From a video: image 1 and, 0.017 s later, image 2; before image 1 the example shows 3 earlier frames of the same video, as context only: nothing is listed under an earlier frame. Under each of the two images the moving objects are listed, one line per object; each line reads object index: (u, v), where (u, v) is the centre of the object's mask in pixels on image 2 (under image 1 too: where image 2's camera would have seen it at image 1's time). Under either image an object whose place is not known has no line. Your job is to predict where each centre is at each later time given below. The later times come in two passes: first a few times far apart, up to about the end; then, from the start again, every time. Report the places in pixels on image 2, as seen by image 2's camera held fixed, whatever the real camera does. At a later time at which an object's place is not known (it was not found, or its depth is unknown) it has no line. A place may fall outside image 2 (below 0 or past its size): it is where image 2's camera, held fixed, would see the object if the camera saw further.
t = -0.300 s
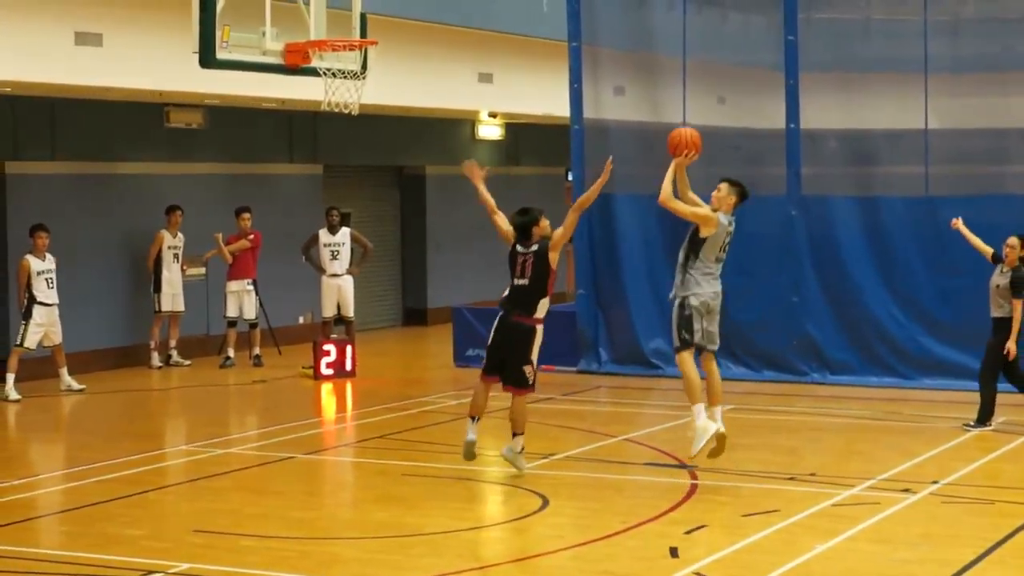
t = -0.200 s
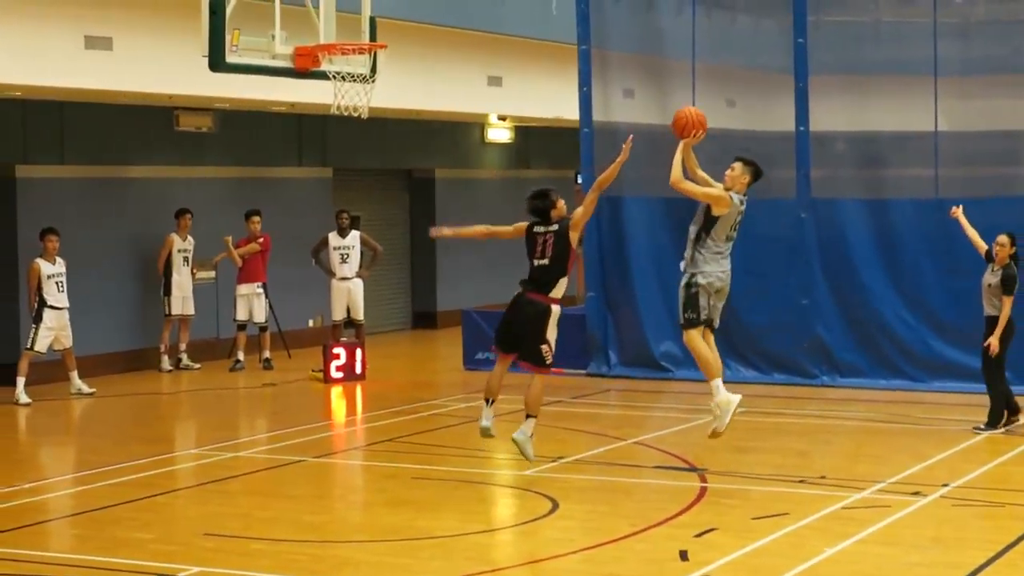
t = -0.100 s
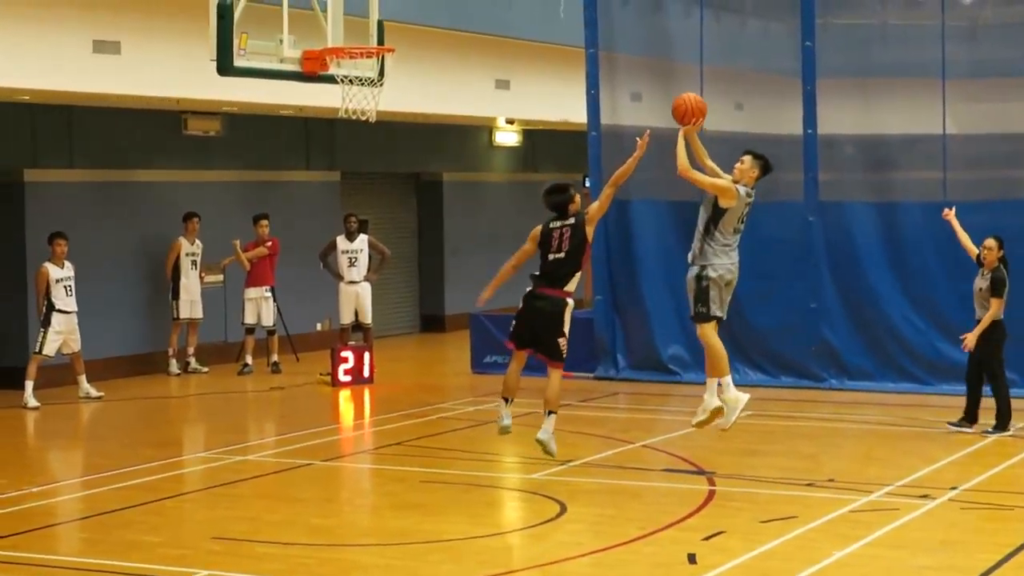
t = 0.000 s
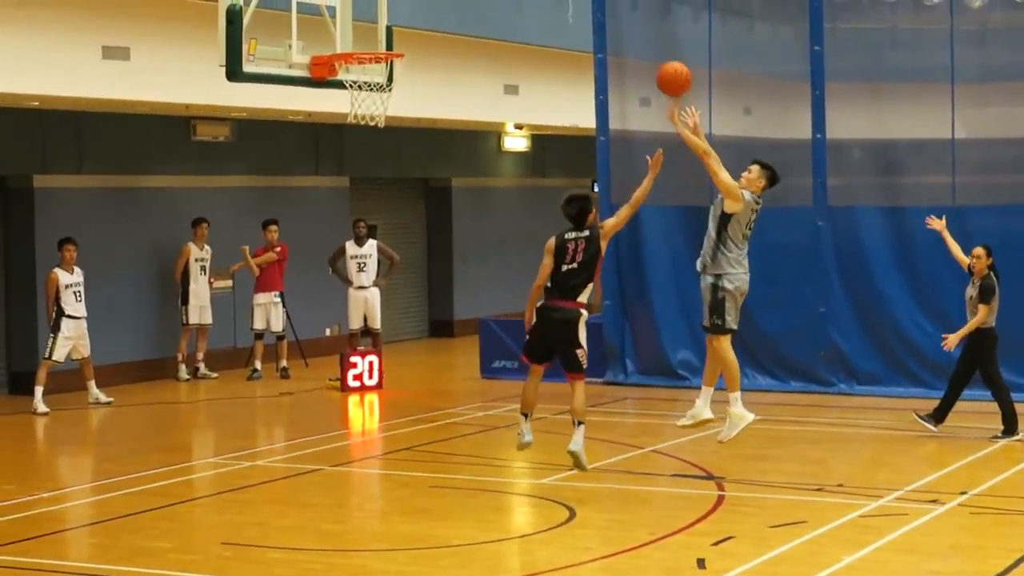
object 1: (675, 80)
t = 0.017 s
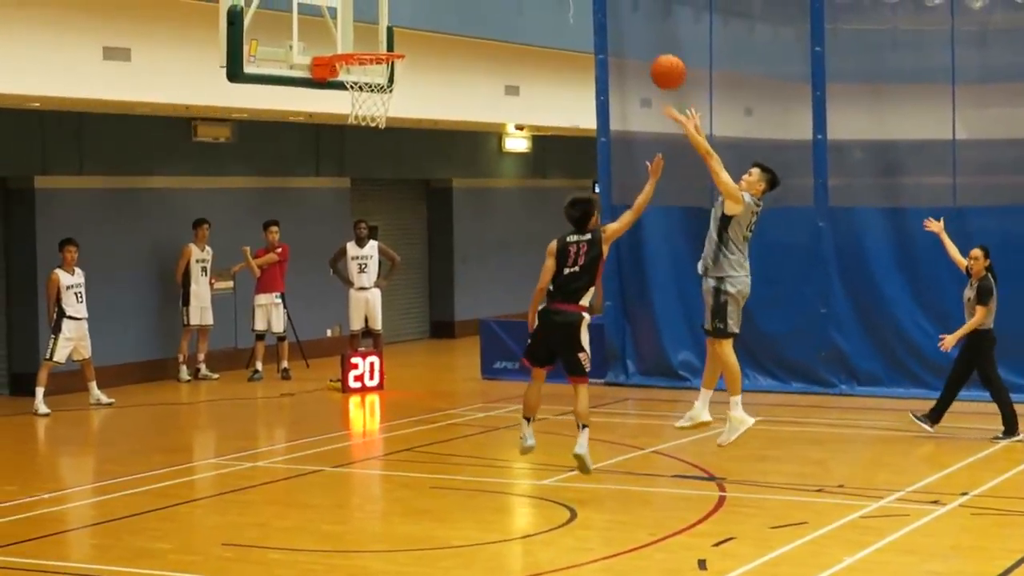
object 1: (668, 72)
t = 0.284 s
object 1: (555, 1)
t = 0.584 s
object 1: (428, 38)
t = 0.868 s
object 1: (529, 81)
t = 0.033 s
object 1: (661, 64)
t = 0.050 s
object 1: (654, 57)
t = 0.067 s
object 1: (647, 51)
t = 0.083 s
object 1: (640, 44)
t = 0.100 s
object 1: (633, 39)
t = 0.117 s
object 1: (626, 33)
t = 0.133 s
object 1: (619, 28)
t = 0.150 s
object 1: (612, 23)
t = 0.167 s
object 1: (605, 19)
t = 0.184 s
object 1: (598, 15)
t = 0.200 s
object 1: (591, 11)
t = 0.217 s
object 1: (584, 8)
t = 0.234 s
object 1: (577, 5)
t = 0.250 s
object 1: (570, 3)
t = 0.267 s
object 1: (563, 2)
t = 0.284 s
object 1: (555, 1)
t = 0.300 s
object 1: (549, -1)
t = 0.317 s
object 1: (541, -1)
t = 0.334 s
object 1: (534, -2)
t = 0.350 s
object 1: (527, -2)
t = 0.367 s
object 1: (520, -2)
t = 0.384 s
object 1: (512, -2)
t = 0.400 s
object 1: (506, -1)
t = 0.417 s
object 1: (499, 0)
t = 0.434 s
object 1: (492, 2)
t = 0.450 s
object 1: (485, 5)
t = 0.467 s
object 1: (478, 7)
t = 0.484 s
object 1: (470, 10)
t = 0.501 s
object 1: (463, 14)
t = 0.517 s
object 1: (456, 18)
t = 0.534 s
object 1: (449, 22)
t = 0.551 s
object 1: (442, 27)
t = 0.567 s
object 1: (435, 32)
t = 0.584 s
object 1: (428, 38)
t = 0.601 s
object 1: (420, 44)
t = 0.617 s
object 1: (419, 48)
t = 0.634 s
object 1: (426, 48)
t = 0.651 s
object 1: (433, 48)
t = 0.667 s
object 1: (440, 48)
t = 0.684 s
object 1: (448, 48)
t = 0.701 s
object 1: (456, 49)
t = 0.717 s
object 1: (463, 51)
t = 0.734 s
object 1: (470, 52)
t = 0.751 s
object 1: (478, 55)
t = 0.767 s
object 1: (485, 57)
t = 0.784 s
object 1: (493, 60)
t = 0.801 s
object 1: (500, 63)
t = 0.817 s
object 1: (507, 67)
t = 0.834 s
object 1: (515, 71)
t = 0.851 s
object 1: (522, 76)
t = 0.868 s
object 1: (529, 81)
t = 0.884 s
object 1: (537, 86)
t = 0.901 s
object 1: (544, 92)
